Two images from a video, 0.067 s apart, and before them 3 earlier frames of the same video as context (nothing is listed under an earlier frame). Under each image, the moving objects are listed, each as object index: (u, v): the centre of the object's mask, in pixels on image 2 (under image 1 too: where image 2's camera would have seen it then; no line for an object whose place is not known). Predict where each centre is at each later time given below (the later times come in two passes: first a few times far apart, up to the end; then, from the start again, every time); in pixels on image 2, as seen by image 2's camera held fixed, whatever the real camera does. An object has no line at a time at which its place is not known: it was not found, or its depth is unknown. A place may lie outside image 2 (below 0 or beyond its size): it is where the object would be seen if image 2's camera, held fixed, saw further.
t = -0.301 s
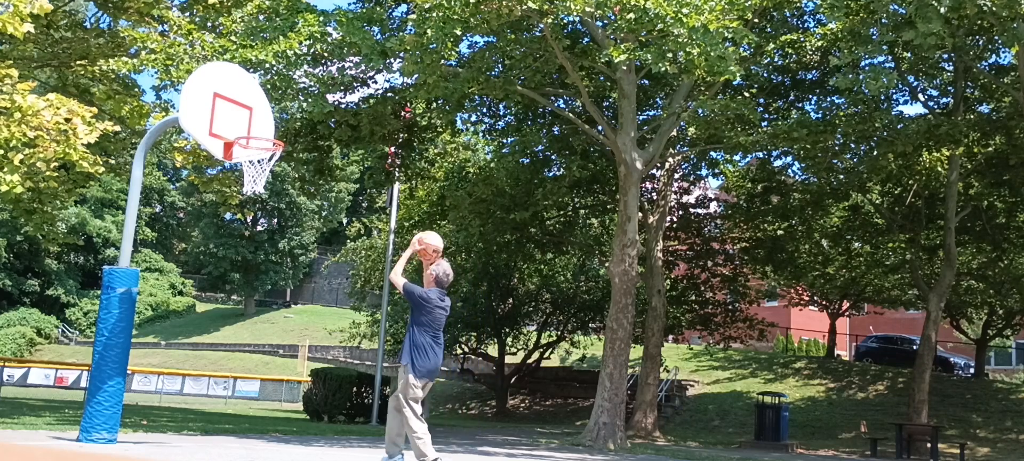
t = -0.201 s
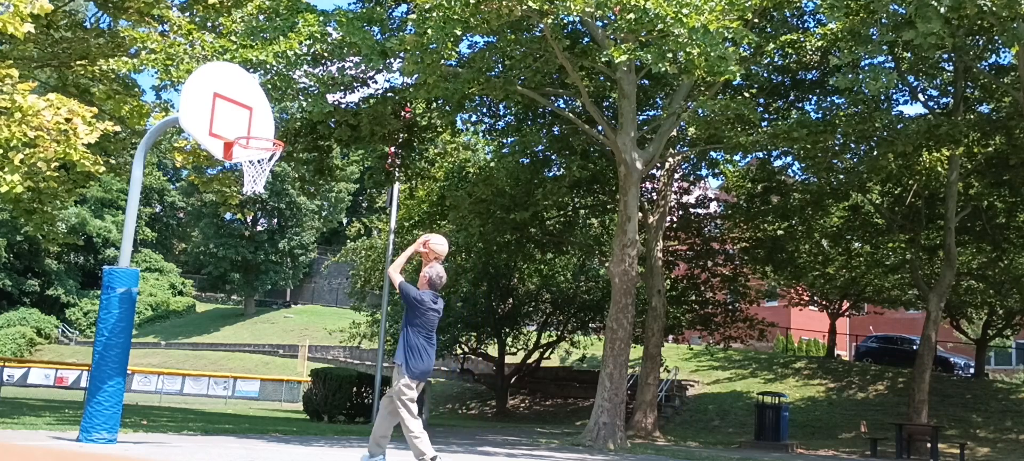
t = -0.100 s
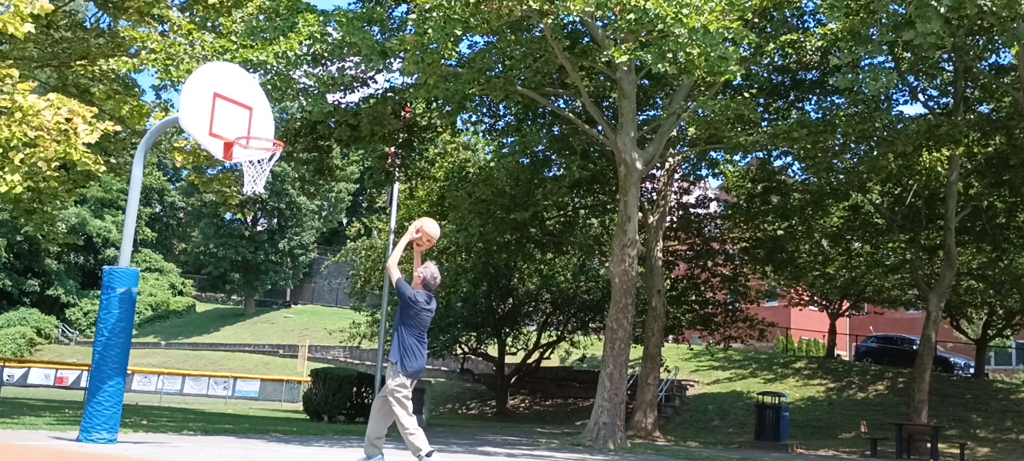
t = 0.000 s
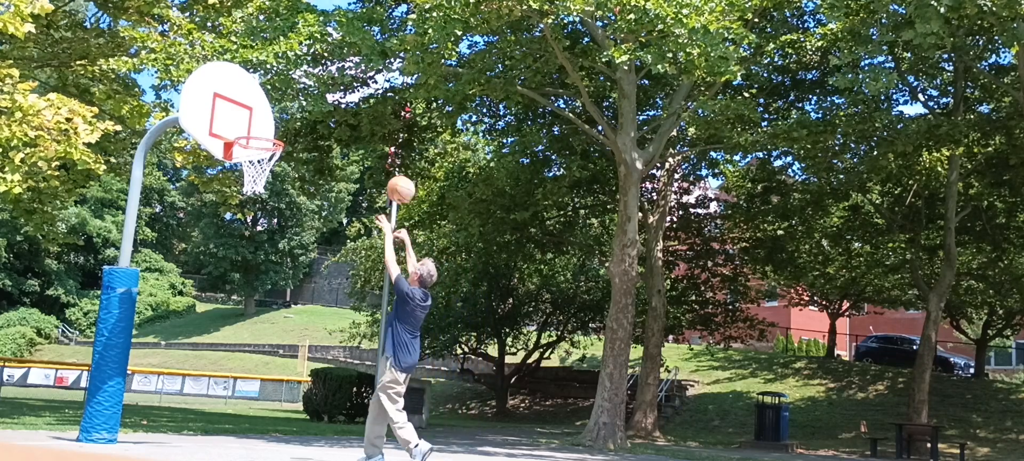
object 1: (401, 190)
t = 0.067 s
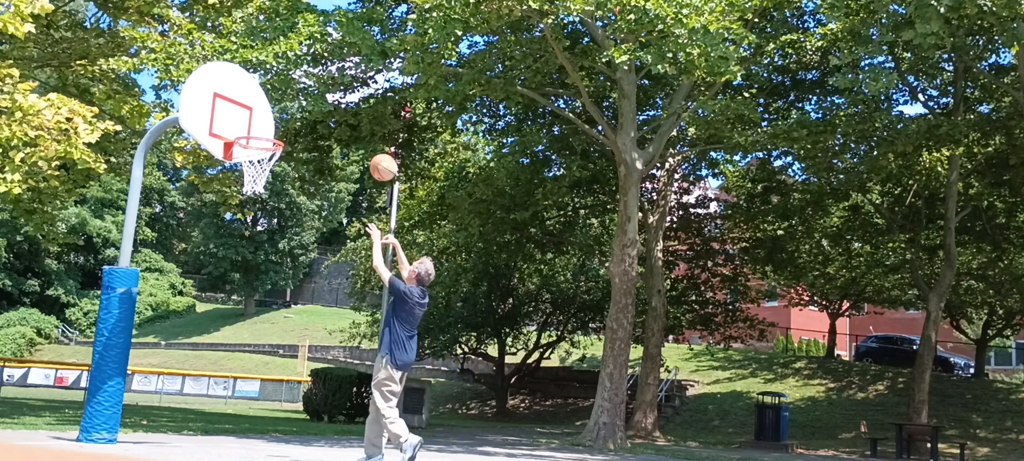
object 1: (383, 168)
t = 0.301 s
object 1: (325, 130)
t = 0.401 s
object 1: (300, 131)
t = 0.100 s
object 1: (375, 158)
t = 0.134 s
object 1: (366, 150)
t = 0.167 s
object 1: (358, 144)
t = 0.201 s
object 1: (350, 139)
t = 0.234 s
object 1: (341, 135)
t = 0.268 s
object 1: (333, 132)
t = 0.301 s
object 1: (325, 130)
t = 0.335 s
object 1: (316, 129)
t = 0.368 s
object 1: (308, 129)
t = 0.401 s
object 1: (300, 131)
